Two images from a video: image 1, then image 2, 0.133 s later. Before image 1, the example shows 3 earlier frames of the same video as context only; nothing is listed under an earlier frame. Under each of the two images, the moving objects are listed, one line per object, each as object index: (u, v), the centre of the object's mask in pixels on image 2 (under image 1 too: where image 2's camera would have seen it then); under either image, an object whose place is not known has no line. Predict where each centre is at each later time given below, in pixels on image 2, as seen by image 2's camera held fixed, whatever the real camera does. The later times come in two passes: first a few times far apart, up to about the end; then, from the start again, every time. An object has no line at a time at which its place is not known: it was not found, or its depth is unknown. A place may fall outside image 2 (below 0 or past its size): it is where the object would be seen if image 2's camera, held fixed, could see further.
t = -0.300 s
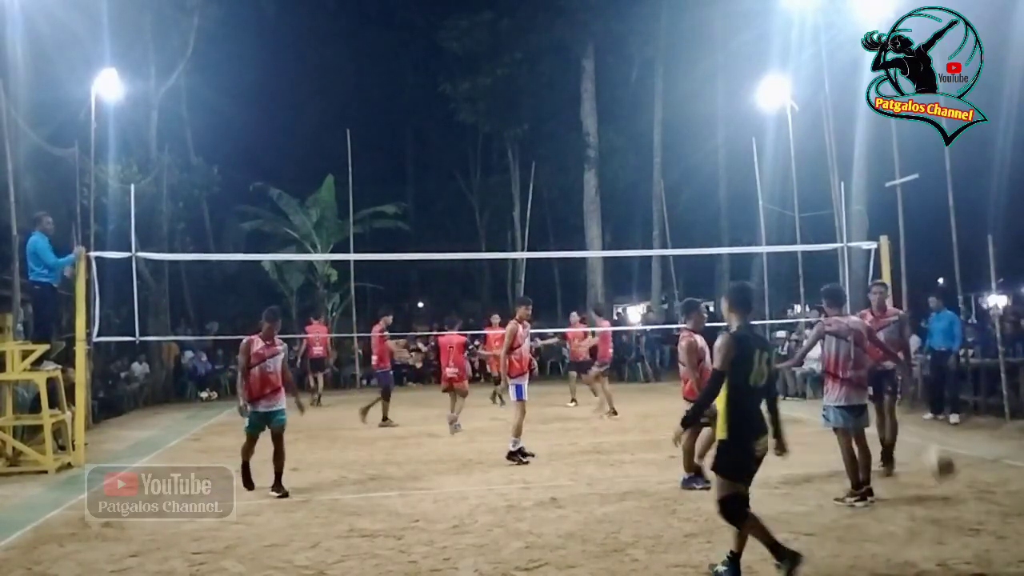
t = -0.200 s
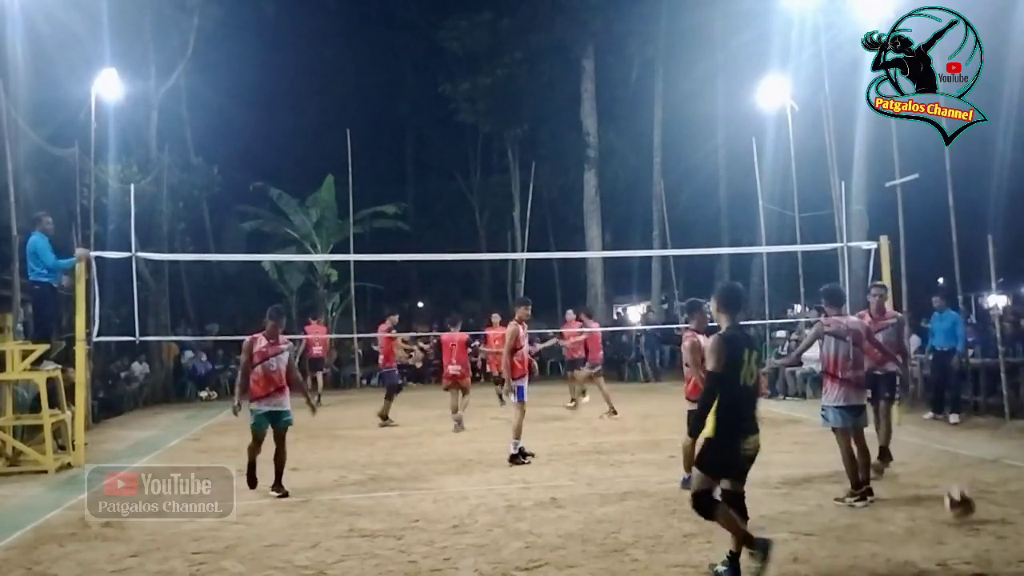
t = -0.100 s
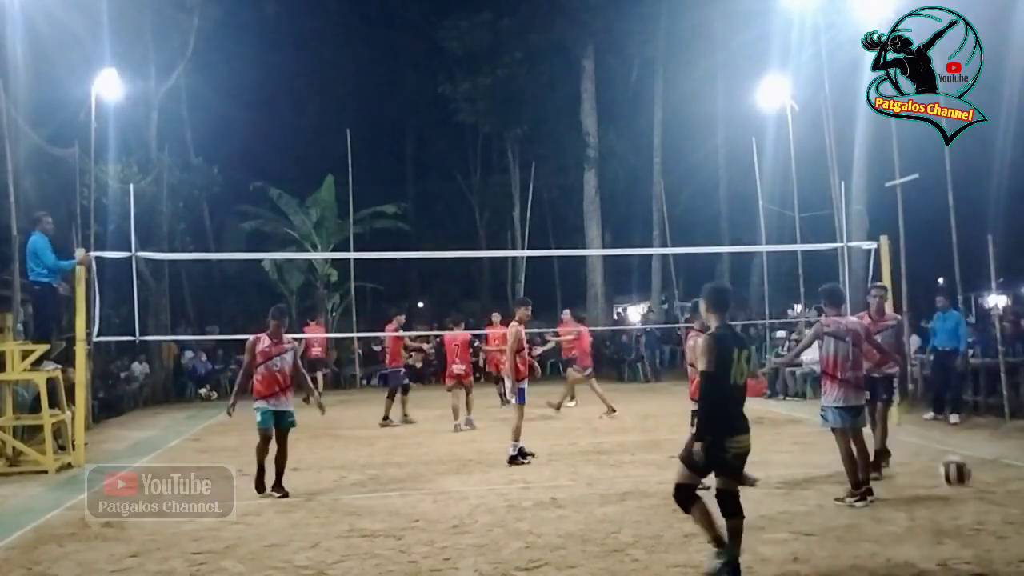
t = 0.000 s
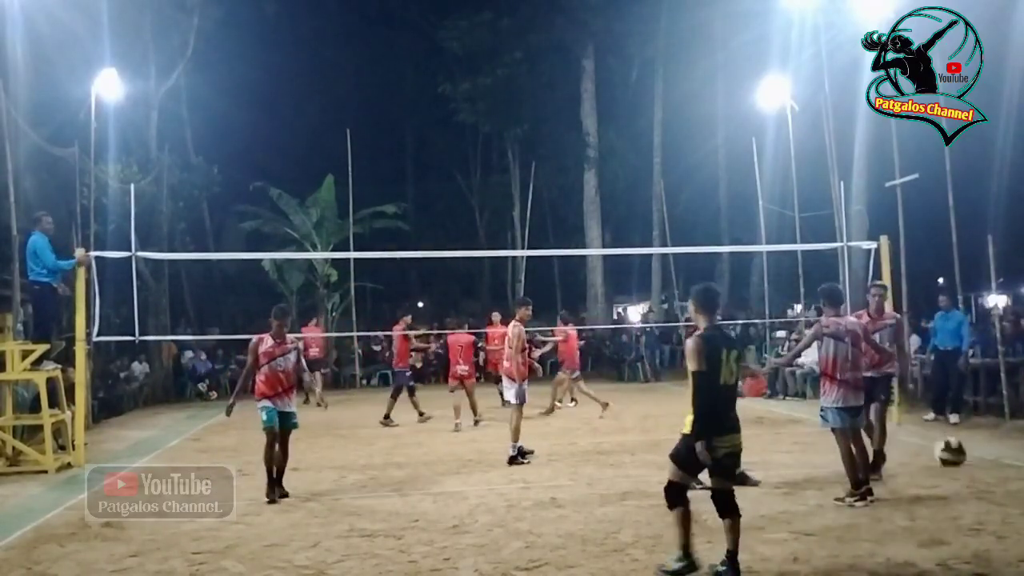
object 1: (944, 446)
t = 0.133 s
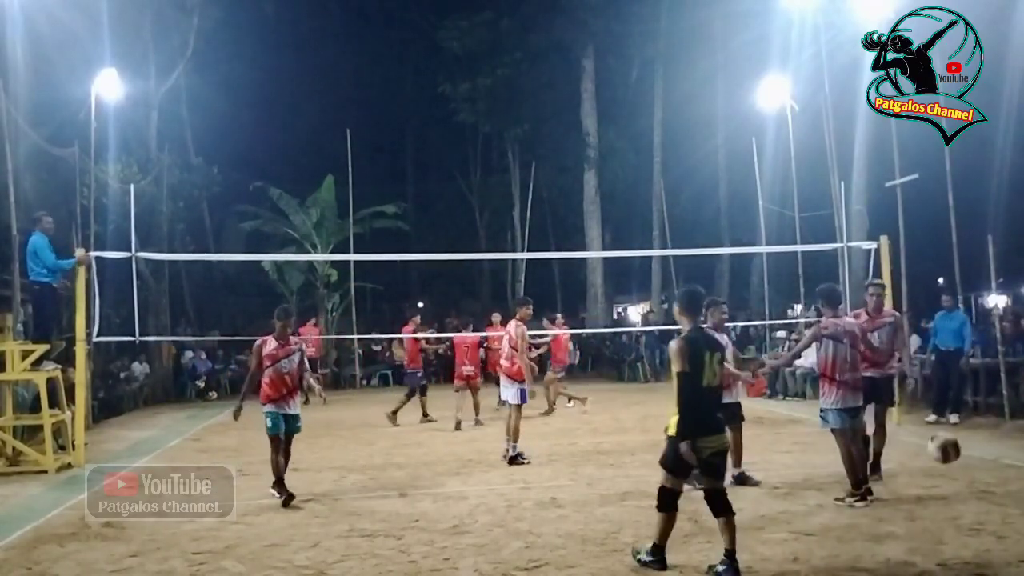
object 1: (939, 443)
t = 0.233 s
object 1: (936, 455)
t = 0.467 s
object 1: (926, 518)
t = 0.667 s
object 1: (923, 485)
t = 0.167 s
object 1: (938, 445)
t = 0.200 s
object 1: (938, 447)
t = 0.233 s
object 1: (936, 455)
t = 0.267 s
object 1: (933, 464)
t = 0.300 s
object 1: (933, 474)
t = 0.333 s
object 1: (932, 483)
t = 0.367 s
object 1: (932, 493)
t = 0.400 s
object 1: (932, 508)
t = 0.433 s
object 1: (929, 524)
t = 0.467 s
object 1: (926, 518)
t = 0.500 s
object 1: (927, 509)
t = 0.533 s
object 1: (925, 501)
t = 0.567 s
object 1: (926, 497)
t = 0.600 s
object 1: (923, 489)
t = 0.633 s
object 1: (922, 487)
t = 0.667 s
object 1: (923, 485)
